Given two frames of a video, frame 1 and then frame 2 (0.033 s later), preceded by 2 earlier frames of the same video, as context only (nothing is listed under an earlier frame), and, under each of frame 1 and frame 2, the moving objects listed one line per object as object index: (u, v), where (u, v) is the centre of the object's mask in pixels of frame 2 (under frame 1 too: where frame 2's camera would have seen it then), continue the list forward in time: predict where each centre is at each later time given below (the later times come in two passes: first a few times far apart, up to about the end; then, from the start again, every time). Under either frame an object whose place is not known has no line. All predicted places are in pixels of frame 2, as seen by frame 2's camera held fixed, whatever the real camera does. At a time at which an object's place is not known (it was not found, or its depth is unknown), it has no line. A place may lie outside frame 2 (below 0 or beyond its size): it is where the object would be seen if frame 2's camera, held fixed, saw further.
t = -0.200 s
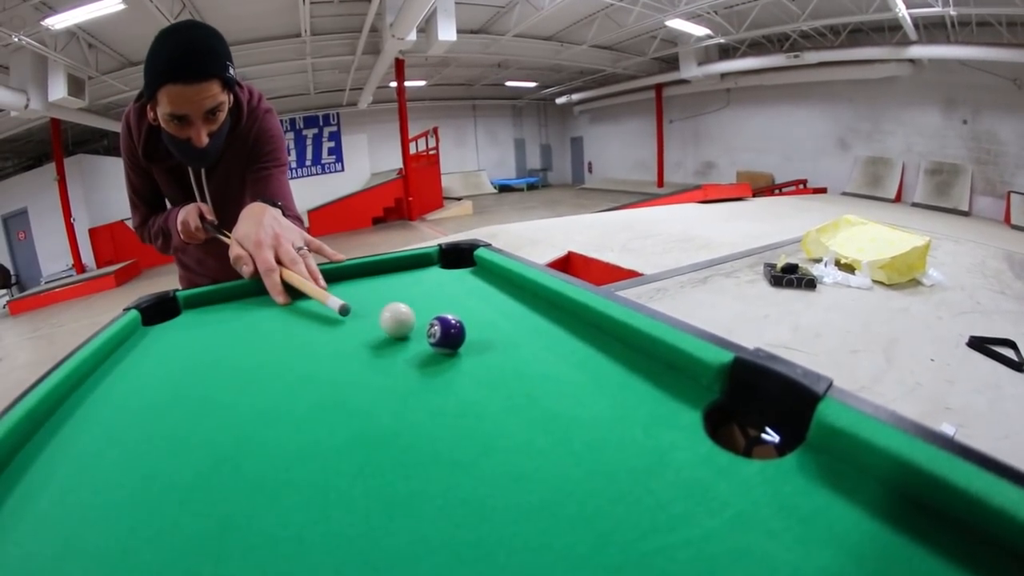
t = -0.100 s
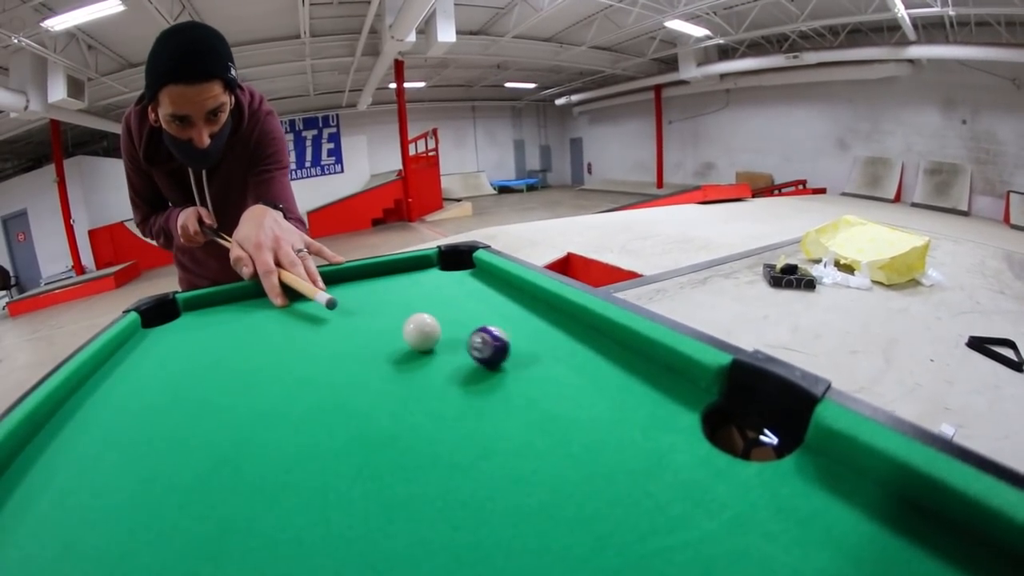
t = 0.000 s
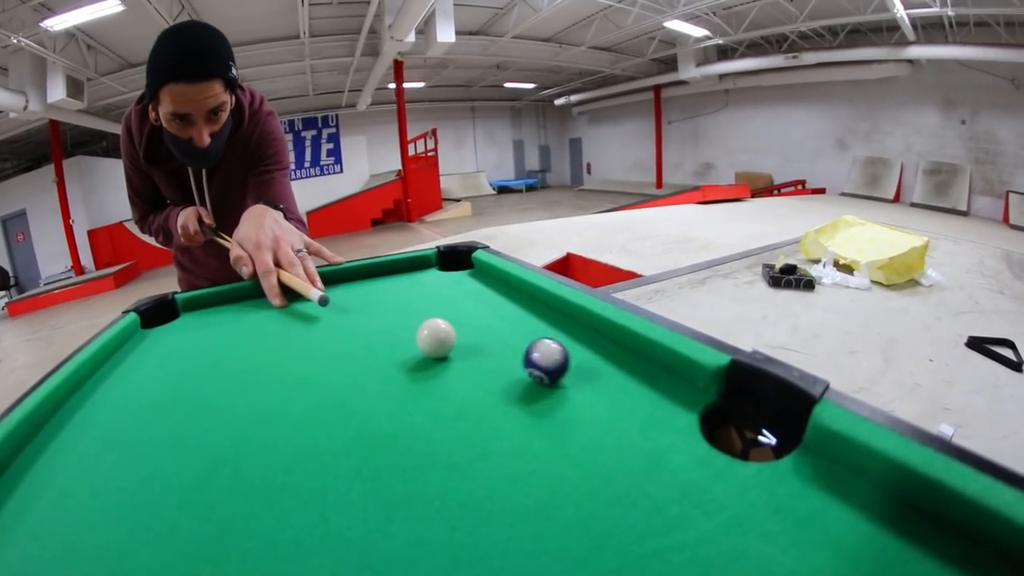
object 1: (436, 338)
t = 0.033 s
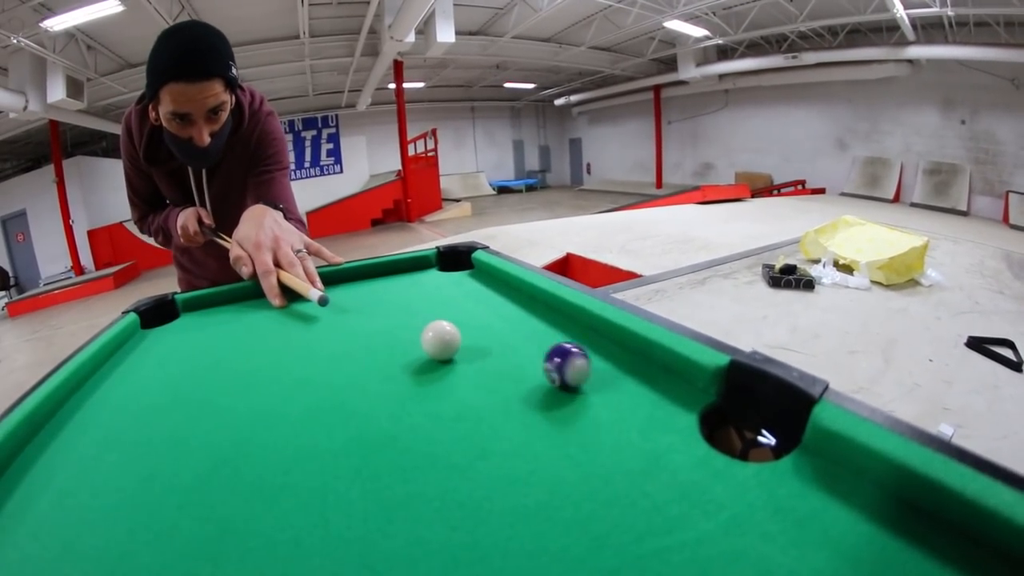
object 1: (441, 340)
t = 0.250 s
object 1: (471, 348)
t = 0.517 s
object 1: (497, 351)
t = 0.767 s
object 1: (502, 354)
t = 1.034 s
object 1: (498, 356)
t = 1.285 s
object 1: (499, 403)
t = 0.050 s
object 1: (443, 341)
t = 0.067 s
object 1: (446, 342)
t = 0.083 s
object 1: (448, 342)
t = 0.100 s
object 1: (451, 343)
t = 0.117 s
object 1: (453, 344)
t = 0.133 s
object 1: (456, 345)
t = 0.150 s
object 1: (458, 345)
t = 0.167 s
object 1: (460, 346)
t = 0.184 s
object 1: (462, 346)
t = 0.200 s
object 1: (464, 347)
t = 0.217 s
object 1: (467, 348)
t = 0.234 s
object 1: (469, 348)
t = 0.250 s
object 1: (471, 348)
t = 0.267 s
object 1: (473, 349)
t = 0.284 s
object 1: (475, 349)
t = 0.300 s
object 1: (477, 349)
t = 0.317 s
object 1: (479, 350)
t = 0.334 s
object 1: (480, 350)
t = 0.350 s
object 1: (482, 350)
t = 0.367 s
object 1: (484, 350)
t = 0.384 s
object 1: (486, 350)
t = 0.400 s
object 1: (487, 350)
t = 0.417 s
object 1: (489, 350)
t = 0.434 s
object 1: (490, 351)
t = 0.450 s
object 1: (492, 351)
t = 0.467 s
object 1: (493, 351)
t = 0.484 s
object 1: (494, 351)
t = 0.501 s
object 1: (496, 351)
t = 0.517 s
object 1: (497, 351)
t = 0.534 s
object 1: (498, 352)
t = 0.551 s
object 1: (499, 352)
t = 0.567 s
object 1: (500, 352)
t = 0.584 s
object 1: (501, 352)
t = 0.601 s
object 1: (502, 352)
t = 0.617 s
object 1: (503, 353)
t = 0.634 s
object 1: (503, 353)
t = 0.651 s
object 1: (504, 353)
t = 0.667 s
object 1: (504, 353)
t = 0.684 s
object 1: (504, 353)
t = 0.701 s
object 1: (504, 354)
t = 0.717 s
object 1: (504, 354)
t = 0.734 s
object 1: (503, 354)
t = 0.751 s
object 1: (503, 354)
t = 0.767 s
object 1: (502, 354)
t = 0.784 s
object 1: (502, 354)
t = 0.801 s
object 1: (501, 354)
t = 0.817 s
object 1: (501, 354)
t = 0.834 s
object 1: (501, 354)
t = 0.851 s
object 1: (501, 354)
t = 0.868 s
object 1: (500, 355)
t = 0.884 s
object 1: (500, 355)
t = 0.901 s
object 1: (500, 355)
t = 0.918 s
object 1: (500, 355)
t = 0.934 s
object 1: (499, 355)
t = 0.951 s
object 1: (499, 355)
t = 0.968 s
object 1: (499, 355)
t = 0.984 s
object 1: (499, 355)
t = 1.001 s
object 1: (498, 355)
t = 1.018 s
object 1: (498, 356)
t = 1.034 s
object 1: (498, 356)
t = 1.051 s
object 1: (498, 357)
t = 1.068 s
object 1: (498, 357)
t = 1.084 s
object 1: (498, 358)
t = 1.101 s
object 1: (498, 359)
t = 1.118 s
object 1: (498, 360)
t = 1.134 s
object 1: (498, 362)
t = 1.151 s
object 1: (498, 364)
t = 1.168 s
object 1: (498, 367)
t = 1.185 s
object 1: (499, 371)
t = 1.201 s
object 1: (499, 376)
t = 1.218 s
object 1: (499, 380)
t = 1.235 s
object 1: (499, 385)
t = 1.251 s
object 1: (499, 391)
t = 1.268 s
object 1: (499, 397)
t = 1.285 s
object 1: (499, 403)
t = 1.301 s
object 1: (499, 408)
